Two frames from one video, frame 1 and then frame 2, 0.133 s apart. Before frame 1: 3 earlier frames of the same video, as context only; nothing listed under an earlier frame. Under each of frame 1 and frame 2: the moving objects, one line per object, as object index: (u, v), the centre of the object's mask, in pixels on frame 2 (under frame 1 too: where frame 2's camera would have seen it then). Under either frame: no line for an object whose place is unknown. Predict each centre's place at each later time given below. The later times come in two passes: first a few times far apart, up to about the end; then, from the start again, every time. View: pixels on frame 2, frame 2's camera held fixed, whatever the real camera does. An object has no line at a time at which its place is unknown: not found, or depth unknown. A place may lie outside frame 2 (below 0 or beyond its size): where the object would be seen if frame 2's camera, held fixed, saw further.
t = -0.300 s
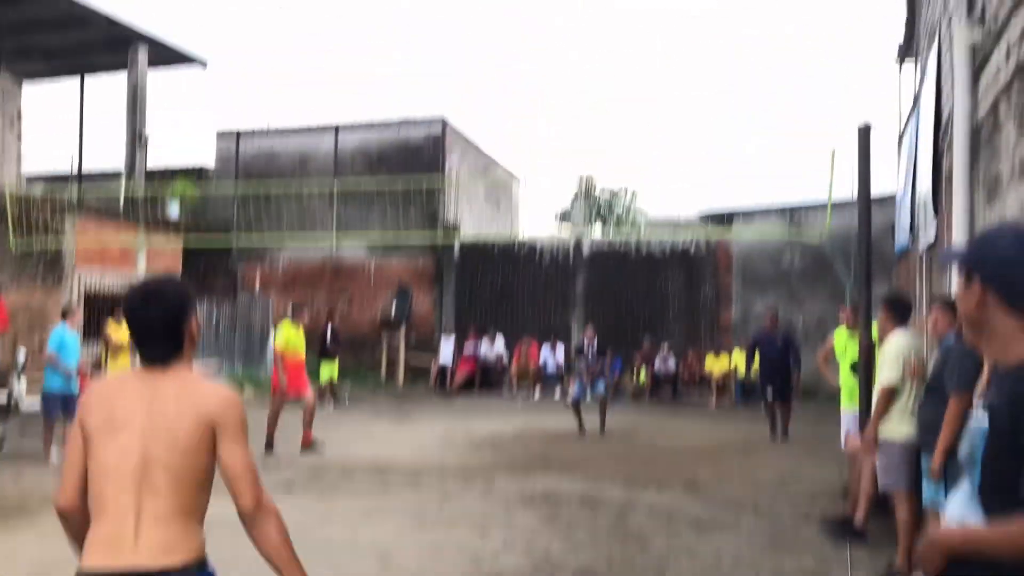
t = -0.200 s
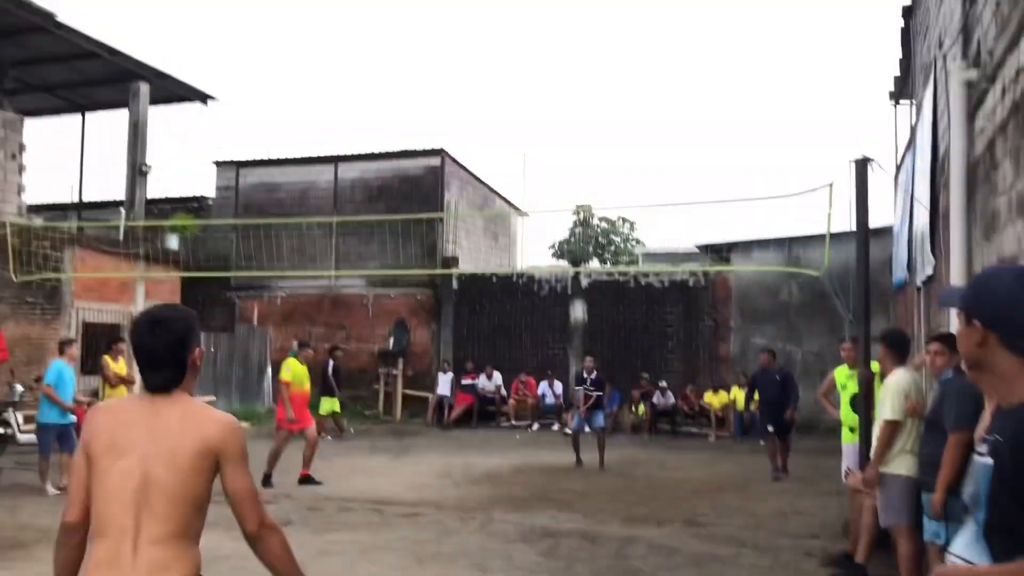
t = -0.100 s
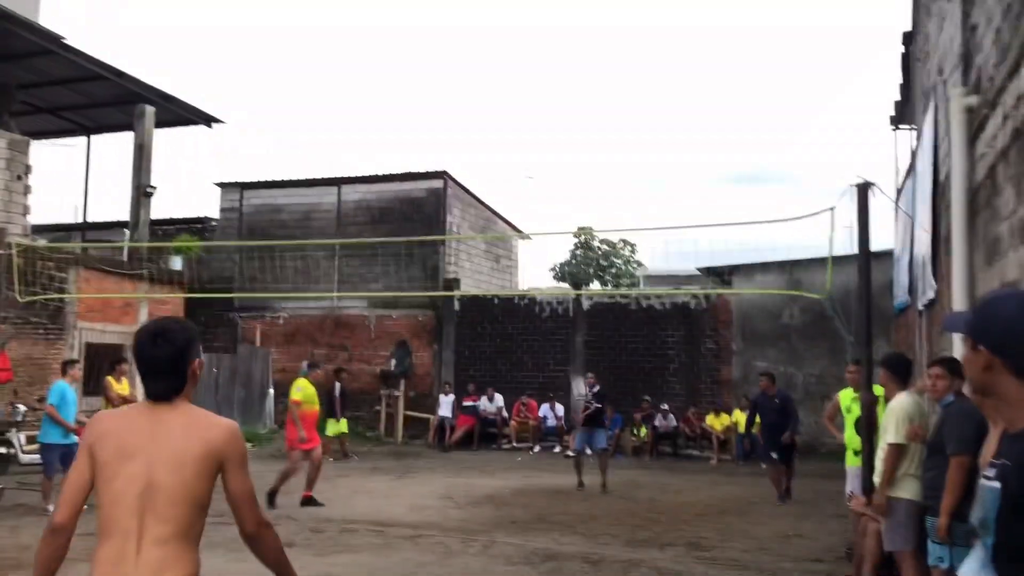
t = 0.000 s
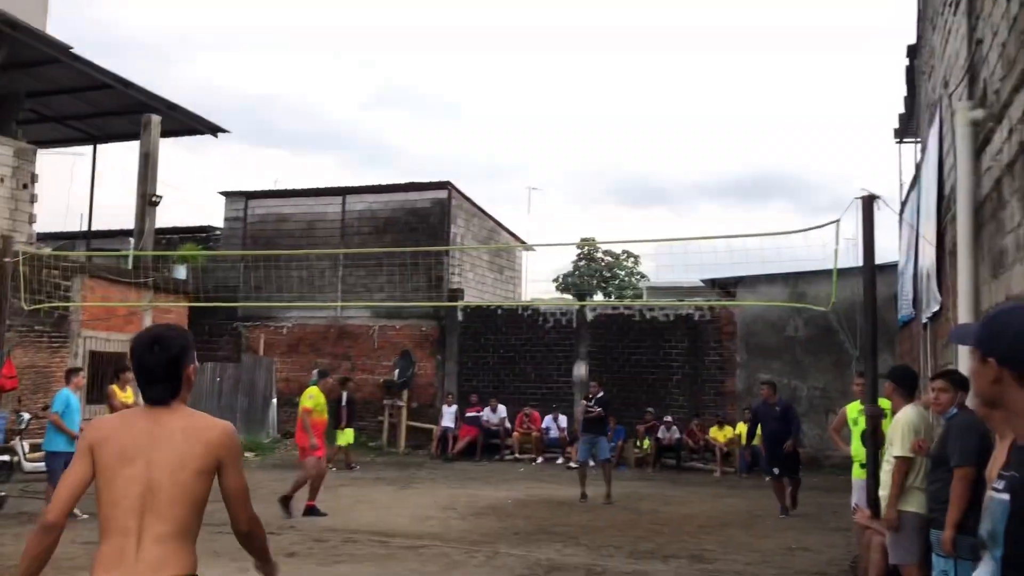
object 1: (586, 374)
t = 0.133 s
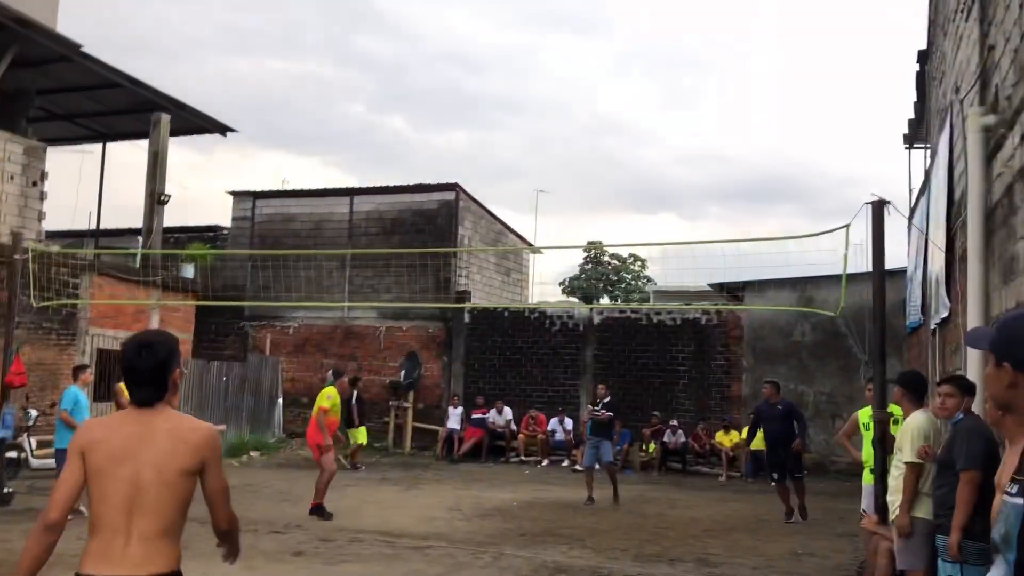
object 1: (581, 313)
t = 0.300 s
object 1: (576, 255)
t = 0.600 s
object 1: (565, 202)
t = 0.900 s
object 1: (552, 212)
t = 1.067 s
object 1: (545, 247)
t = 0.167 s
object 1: (580, 297)
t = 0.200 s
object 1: (579, 286)
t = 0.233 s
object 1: (578, 275)
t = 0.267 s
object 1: (577, 265)
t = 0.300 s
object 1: (576, 255)
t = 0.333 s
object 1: (575, 246)
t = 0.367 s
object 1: (574, 237)
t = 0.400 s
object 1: (573, 230)
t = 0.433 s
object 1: (572, 224)
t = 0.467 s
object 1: (571, 217)
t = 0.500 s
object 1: (569, 212)
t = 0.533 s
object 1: (568, 208)
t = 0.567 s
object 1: (567, 204)
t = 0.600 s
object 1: (565, 202)
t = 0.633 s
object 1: (564, 200)
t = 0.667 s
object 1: (563, 198)
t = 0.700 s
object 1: (561, 198)
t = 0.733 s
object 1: (560, 197)
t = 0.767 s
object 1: (558, 198)
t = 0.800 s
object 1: (557, 201)
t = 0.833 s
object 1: (555, 204)
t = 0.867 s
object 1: (554, 208)
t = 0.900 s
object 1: (552, 212)
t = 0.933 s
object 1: (551, 217)
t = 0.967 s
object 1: (549, 223)
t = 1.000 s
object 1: (547, 231)
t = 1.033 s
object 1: (546, 238)
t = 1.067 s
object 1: (545, 247)
